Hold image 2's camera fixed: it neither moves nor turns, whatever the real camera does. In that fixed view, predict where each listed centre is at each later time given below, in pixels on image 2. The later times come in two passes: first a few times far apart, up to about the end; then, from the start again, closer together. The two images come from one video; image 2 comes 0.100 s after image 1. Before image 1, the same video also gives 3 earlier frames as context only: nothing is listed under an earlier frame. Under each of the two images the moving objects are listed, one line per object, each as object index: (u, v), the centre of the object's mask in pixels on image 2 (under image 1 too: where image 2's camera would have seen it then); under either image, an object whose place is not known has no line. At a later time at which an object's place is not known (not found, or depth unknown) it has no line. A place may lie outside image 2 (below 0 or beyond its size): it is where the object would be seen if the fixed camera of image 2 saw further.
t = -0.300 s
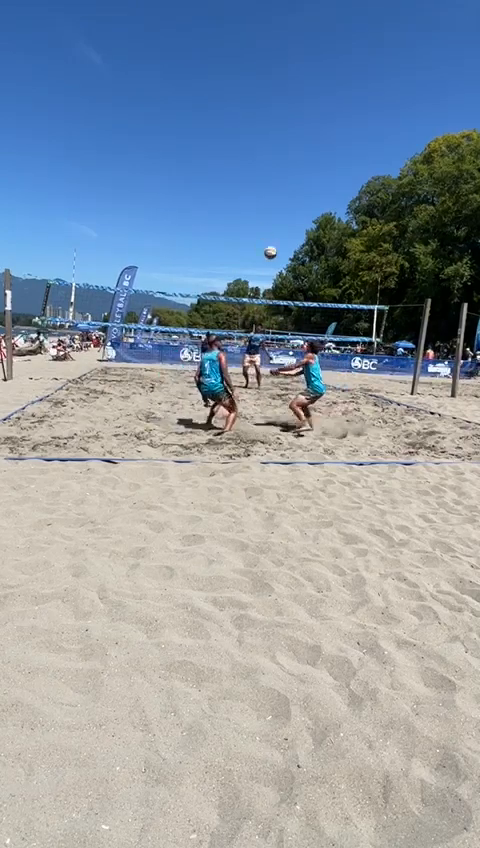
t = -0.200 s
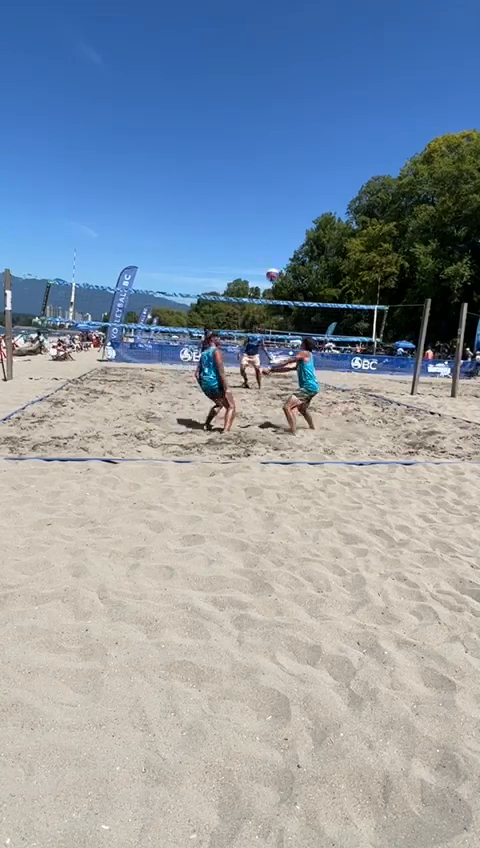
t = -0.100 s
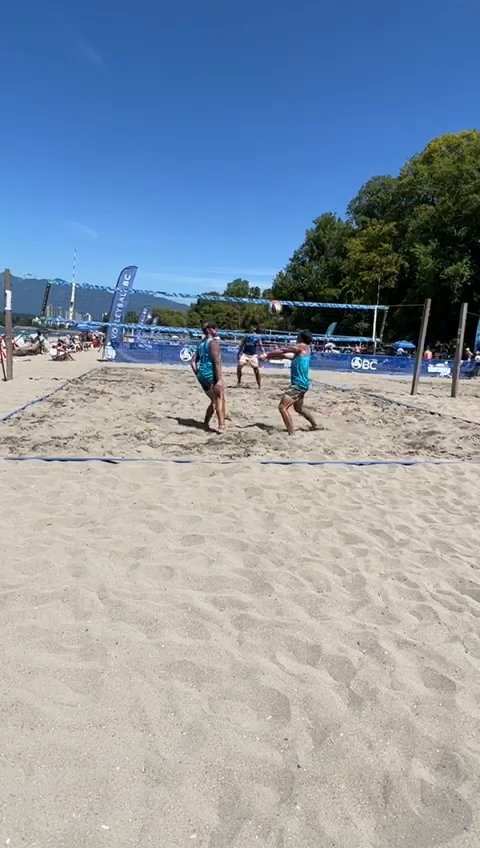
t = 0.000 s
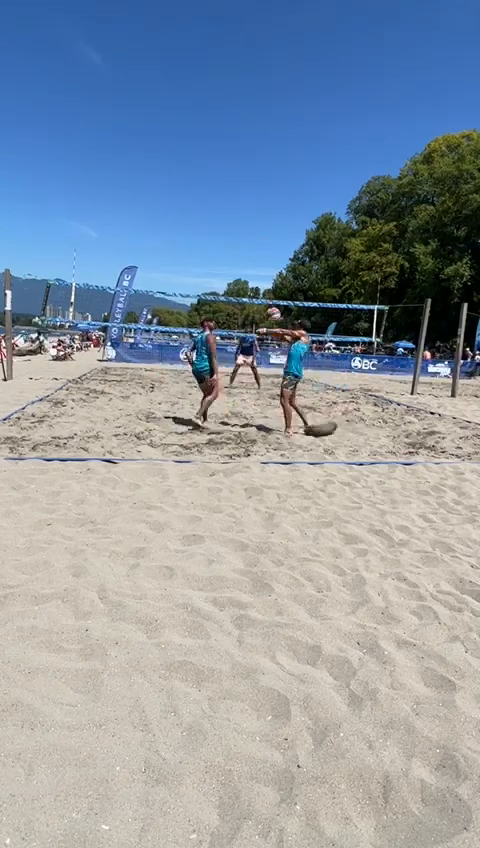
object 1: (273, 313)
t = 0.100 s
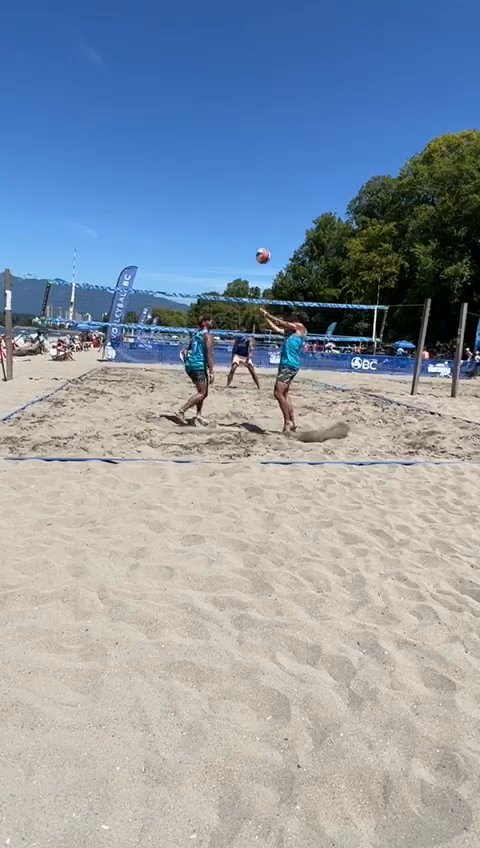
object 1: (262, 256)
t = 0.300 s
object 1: (243, 163)
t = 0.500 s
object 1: (223, 101)
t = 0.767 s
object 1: (198, 75)
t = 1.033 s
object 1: (175, 93)
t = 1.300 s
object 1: (157, 152)
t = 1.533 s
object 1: (143, 231)
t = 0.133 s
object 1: (259, 238)
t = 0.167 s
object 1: (256, 222)
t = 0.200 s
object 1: (253, 205)
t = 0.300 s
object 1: (243, 163)
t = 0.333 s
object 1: (240, 151)
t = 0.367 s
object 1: (236, 140)
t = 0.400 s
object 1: (233, 130)
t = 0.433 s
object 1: (230, 120)
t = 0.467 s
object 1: (226, 112)
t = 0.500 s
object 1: (223, 101)
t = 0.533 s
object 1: (218, 93)
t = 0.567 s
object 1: (214, 89)
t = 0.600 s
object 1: (212, 85)
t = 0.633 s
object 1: (209, 82)
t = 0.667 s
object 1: (207, 80)
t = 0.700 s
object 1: (204, 77)
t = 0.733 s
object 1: (201, 75)
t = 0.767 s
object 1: (198, 75)
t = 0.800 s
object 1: (195, 74)
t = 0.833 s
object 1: (192, 74)
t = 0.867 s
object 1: (190, 76)
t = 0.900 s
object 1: (186, 78)
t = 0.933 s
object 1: (184, 80)
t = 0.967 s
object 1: (181, 83)
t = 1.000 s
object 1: (178, 88)
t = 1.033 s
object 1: (175, 93)
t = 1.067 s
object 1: (173, 99)
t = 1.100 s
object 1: (170, 104)
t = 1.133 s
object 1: (168, 111)
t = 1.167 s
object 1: (166, 118)
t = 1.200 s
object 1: (162, 126)
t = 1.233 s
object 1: (161, 135)
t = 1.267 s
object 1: (158, 143)
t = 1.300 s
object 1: (157, 152)
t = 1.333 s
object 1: (155, 162)
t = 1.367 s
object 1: (152, 172)
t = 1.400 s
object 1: (150, 183)
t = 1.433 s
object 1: (149, 195)
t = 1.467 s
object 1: (147, 206)
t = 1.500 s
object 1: (145, 218)
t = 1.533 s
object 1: (143, 231)
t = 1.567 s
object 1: (141, 244)
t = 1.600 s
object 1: (140, 257)
